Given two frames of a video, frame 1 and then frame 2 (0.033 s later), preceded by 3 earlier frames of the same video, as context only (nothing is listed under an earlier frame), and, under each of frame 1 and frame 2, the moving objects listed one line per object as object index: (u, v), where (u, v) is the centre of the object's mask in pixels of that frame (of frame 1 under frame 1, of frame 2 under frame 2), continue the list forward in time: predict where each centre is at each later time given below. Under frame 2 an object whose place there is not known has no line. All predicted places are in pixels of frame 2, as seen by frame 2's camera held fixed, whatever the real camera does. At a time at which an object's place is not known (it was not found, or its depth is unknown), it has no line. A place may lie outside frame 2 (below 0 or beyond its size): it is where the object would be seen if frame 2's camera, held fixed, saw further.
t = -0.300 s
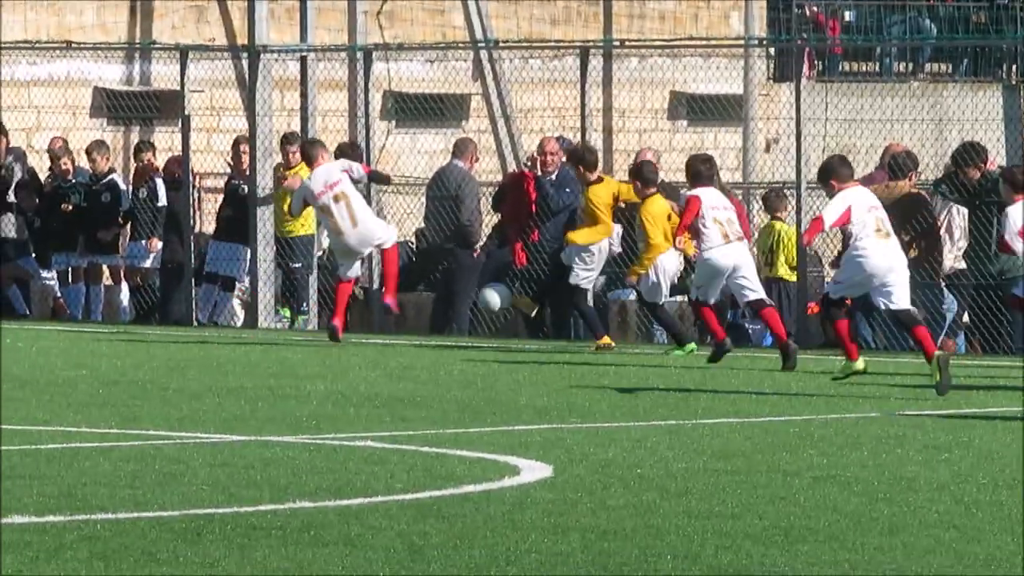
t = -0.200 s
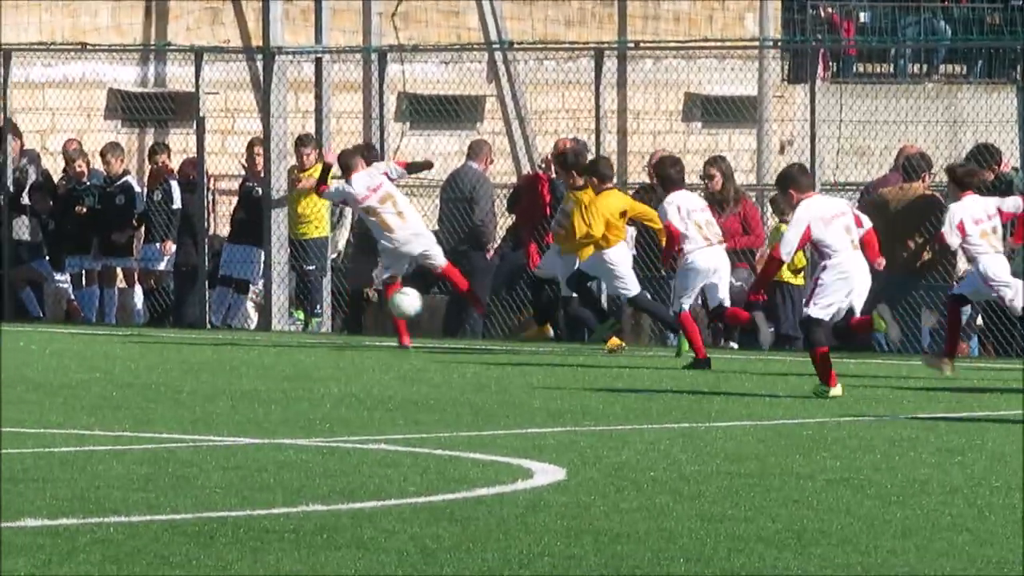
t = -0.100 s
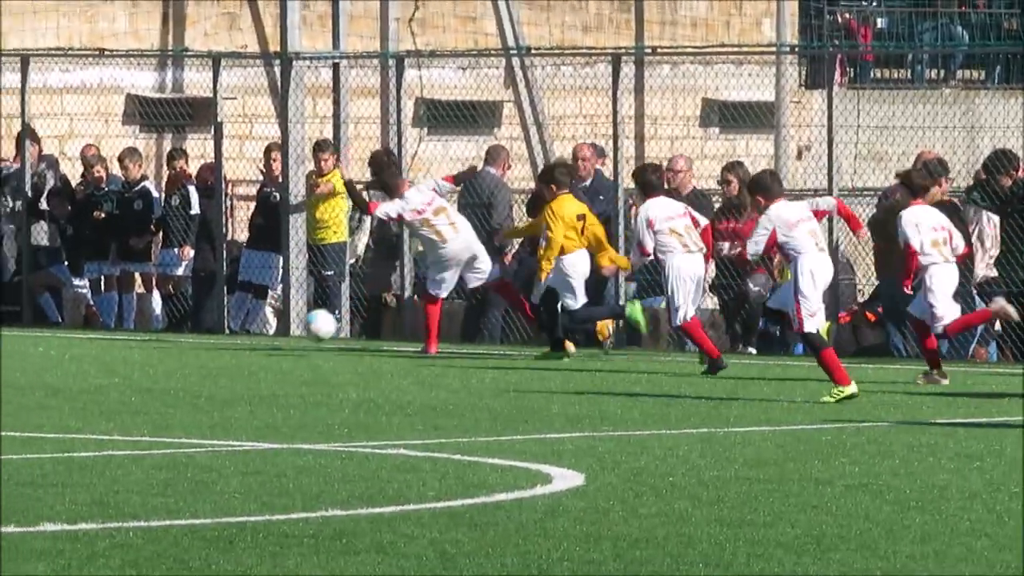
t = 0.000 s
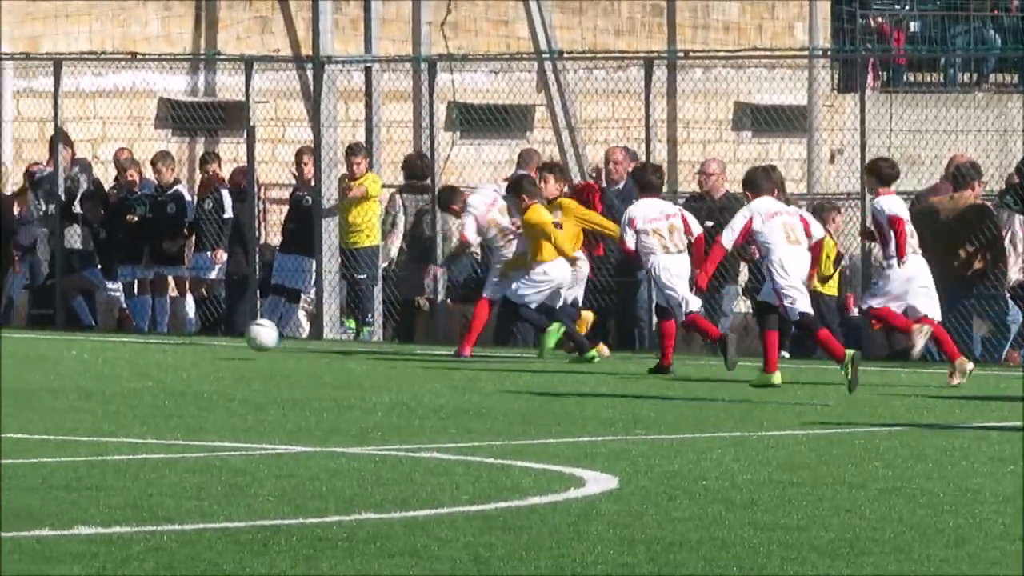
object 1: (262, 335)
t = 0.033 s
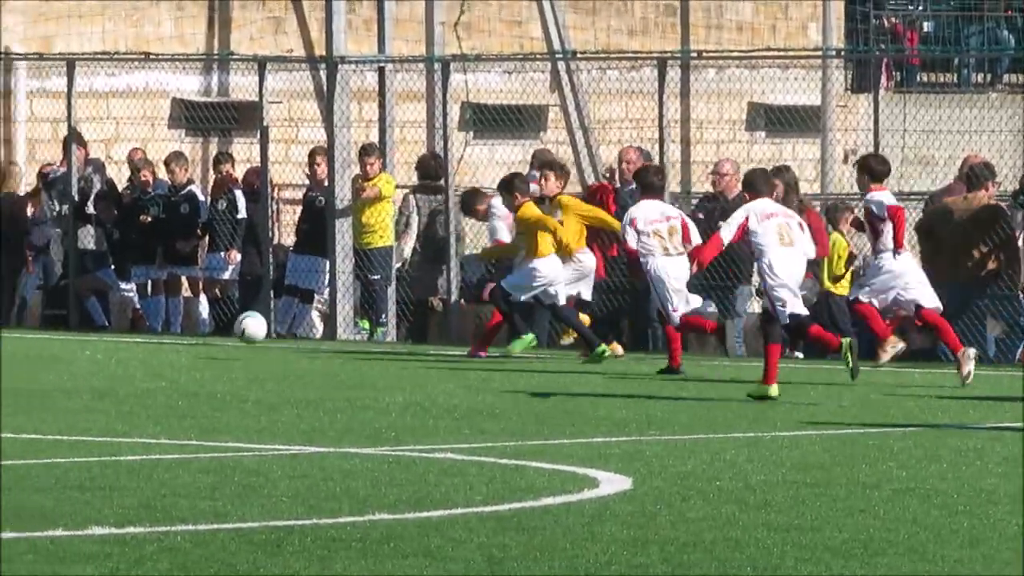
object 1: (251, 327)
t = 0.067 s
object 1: (228, 320)
